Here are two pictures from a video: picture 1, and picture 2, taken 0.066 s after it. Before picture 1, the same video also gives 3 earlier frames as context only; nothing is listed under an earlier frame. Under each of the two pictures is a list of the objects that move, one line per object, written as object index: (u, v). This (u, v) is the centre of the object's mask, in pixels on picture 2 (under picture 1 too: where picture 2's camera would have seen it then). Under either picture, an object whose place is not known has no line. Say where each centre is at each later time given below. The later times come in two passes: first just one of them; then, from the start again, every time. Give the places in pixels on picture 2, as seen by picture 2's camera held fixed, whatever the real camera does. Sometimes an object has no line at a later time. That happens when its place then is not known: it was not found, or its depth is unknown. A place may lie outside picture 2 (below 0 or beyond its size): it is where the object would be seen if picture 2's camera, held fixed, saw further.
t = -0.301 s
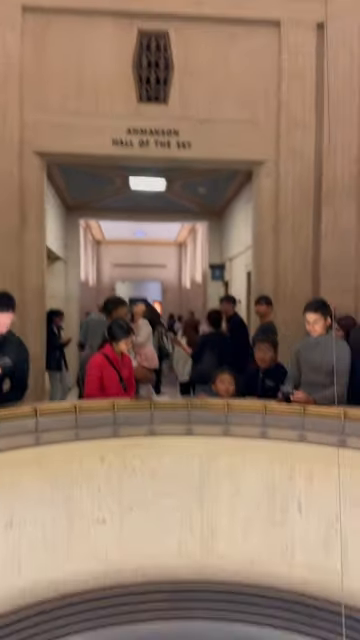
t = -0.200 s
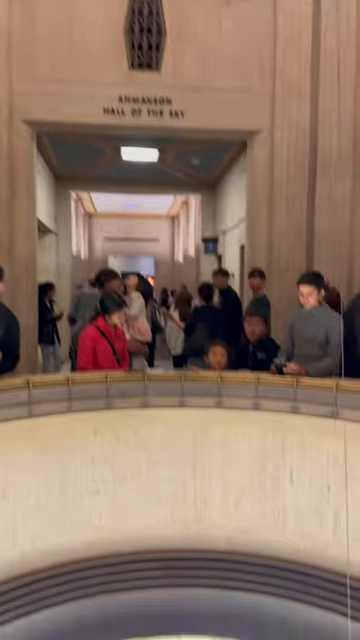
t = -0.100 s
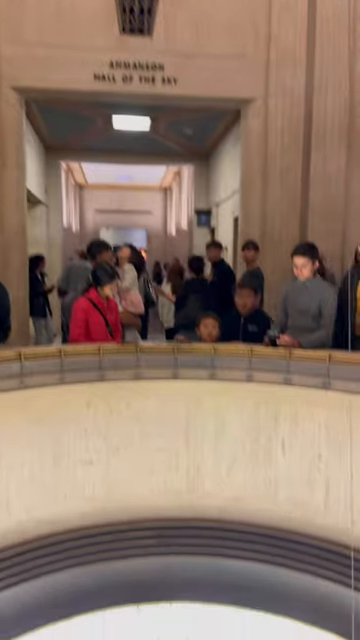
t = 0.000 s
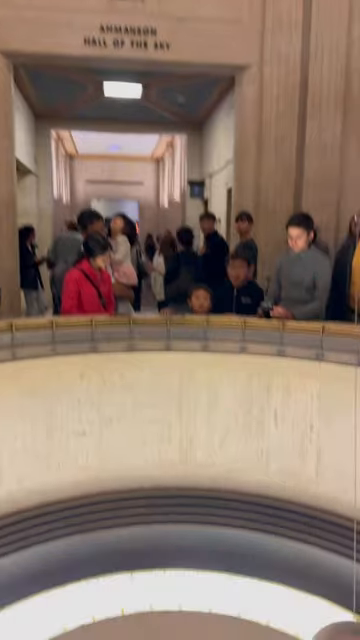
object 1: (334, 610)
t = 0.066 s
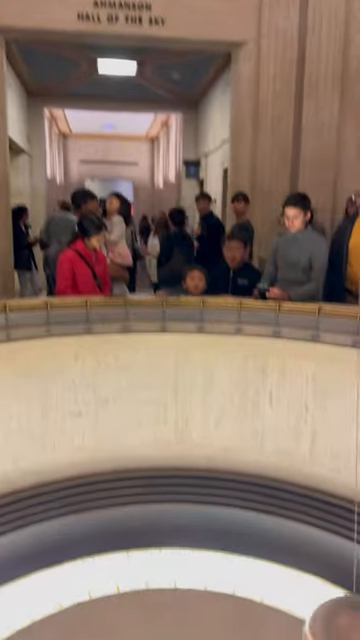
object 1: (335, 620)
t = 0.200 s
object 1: (345, 635)
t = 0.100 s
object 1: (337, 624)
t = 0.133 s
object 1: (339, 628)
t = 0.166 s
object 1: (342, 632)
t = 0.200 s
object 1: (345, 635)
